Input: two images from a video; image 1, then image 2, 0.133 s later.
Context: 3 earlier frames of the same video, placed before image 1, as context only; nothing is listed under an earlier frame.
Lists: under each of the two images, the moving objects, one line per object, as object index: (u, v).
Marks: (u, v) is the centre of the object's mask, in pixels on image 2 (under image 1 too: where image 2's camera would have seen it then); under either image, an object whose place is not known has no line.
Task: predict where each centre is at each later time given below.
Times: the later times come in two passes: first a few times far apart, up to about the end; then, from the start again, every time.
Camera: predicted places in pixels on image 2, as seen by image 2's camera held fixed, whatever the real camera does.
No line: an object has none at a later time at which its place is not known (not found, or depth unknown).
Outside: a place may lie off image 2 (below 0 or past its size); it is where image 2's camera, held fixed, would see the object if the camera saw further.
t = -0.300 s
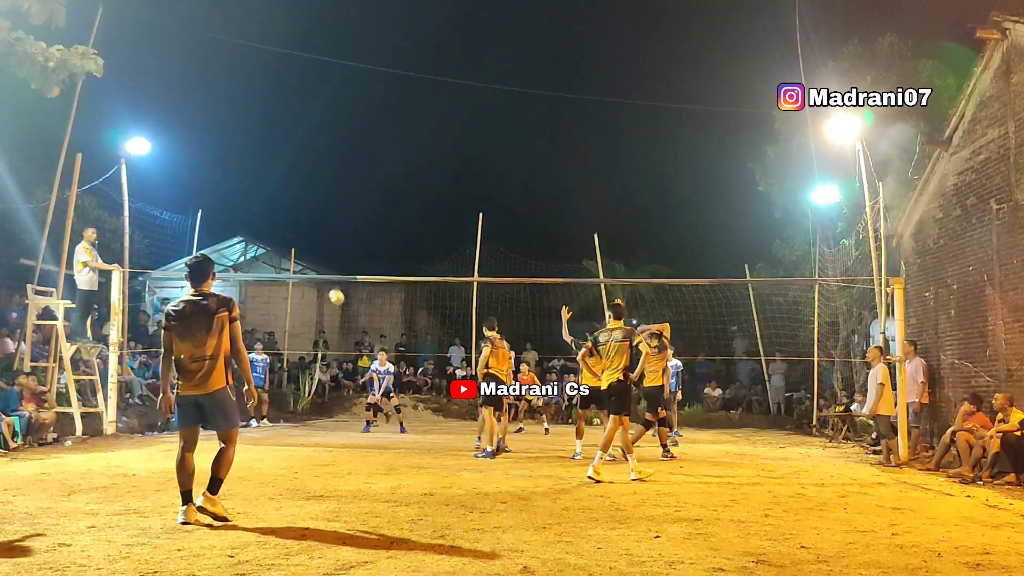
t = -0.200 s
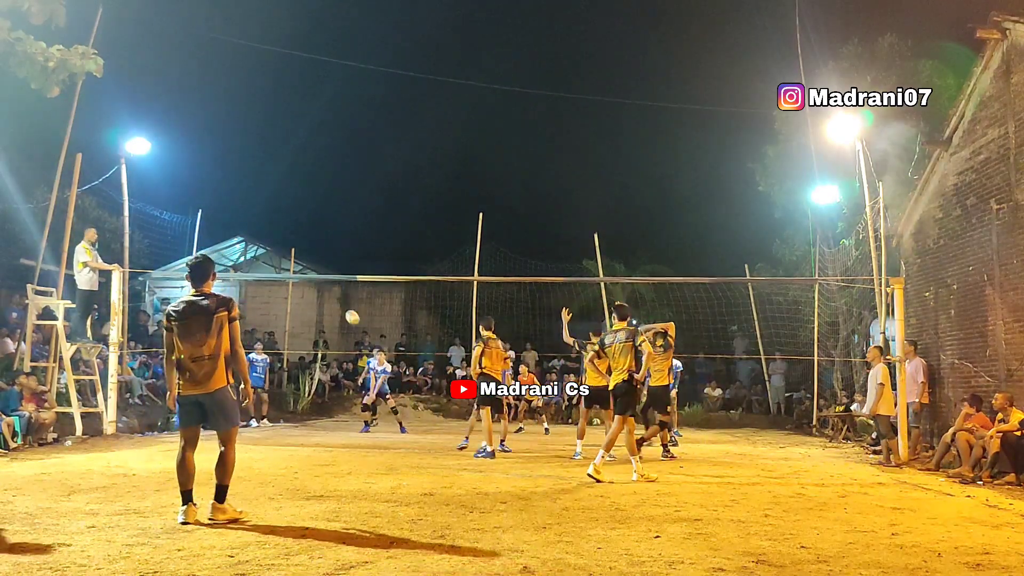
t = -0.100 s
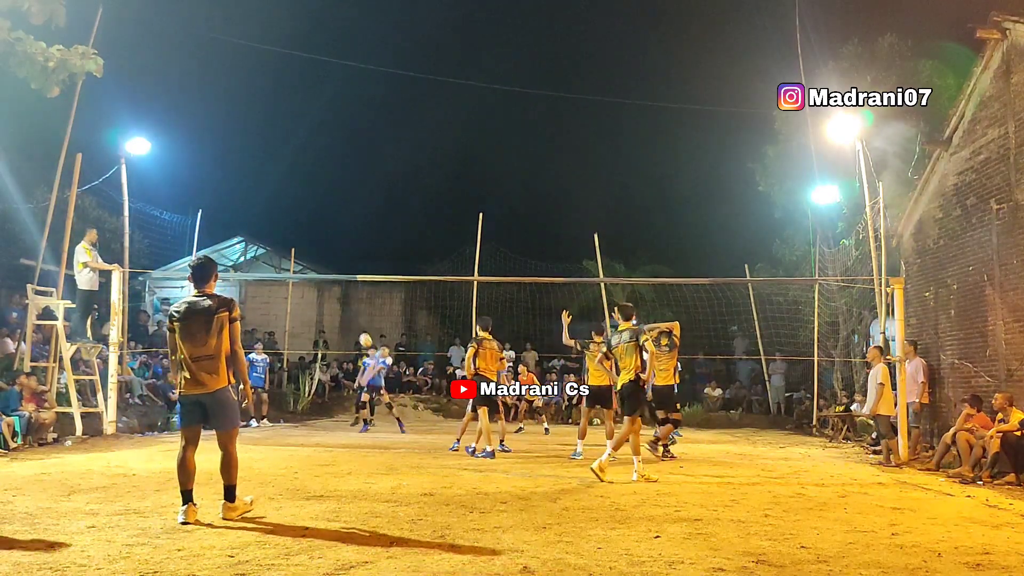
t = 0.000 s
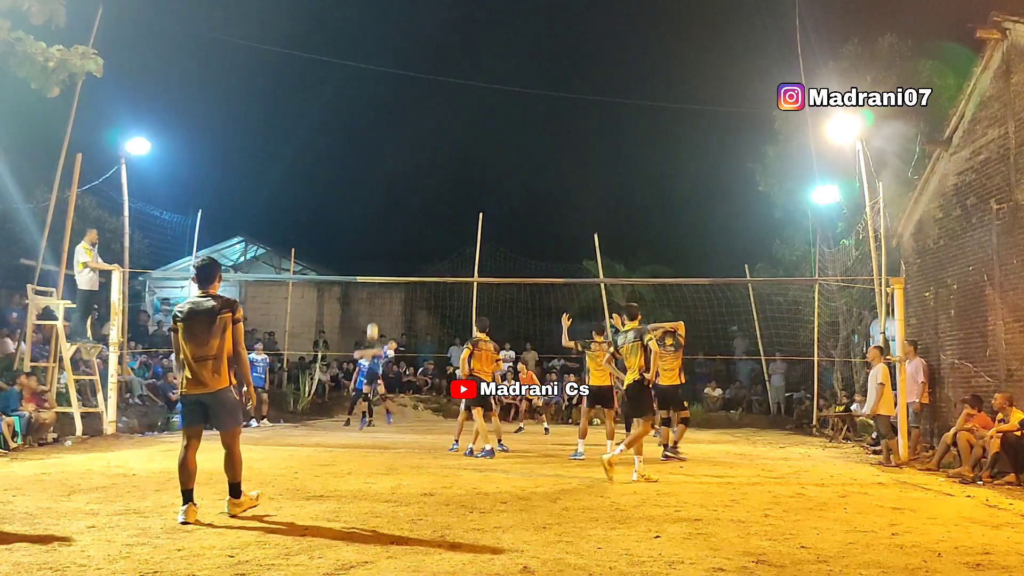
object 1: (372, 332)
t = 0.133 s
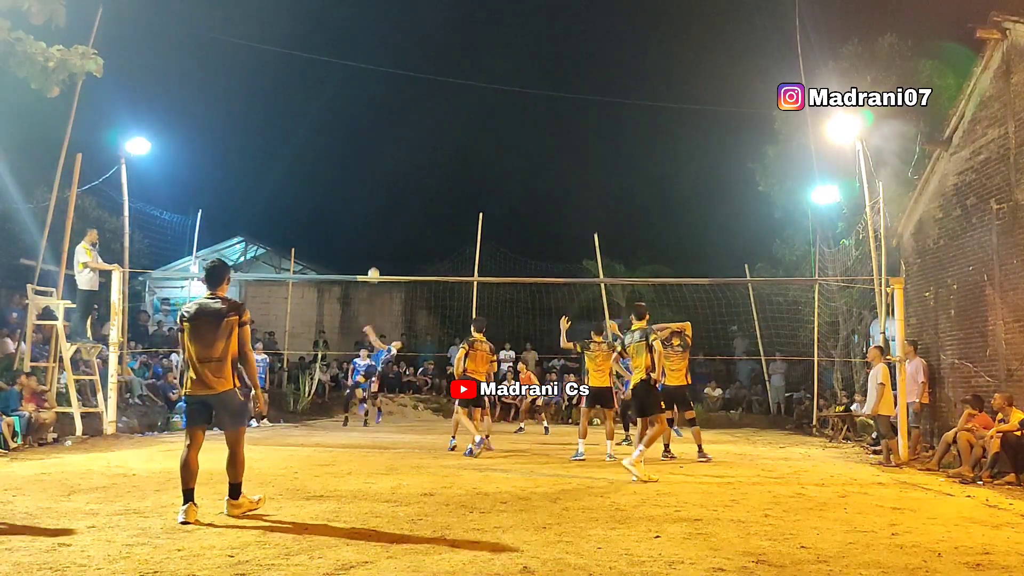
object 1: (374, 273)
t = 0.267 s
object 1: (374, 230)
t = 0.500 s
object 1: (373, 175)
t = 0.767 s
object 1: (371, 145)
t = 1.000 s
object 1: (369, 147)
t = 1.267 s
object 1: (365, 179)
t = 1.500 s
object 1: (361, 233)
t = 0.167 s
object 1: (374, 263)
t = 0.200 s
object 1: (373, 252)
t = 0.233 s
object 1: (374, 241)
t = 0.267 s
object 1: (374, 230)
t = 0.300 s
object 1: (374, 221)
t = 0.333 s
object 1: (373, 211)
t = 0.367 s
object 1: (374, 203)
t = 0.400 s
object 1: (373, 195)
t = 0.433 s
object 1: (373, 188)
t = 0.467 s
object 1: (373, 181)
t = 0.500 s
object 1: (373, 175)
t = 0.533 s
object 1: (373, 169)
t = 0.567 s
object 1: (373, 164)
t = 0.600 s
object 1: (373, 160)
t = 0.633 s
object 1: (372, 156)
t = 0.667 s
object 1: (372, 152)
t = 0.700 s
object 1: (372, 150)
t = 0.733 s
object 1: (372, 147)
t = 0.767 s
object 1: (371, 145)
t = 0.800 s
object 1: (371, 144)
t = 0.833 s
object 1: (371, 143)
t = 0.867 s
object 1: (371, 143)
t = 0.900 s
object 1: (370, 143)
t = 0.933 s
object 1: (370, 144)
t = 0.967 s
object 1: (369, 145)
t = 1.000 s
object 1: (369, 147)
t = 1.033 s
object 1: (369, 150)
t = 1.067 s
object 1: (368, 152)
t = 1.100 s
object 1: (368, 156)
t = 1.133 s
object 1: (367, 160)
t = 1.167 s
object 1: (367, 164)
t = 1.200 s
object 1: (366, 169)
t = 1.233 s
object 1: (366, 174)
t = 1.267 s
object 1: (365, 179)
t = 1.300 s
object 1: (365, 186)
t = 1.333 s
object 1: (364, 193)
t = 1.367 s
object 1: (363, 200)
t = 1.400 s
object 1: (363, 207)
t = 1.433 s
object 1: (362, 216)
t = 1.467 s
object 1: (362, 224)
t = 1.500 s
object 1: (361, 233)
